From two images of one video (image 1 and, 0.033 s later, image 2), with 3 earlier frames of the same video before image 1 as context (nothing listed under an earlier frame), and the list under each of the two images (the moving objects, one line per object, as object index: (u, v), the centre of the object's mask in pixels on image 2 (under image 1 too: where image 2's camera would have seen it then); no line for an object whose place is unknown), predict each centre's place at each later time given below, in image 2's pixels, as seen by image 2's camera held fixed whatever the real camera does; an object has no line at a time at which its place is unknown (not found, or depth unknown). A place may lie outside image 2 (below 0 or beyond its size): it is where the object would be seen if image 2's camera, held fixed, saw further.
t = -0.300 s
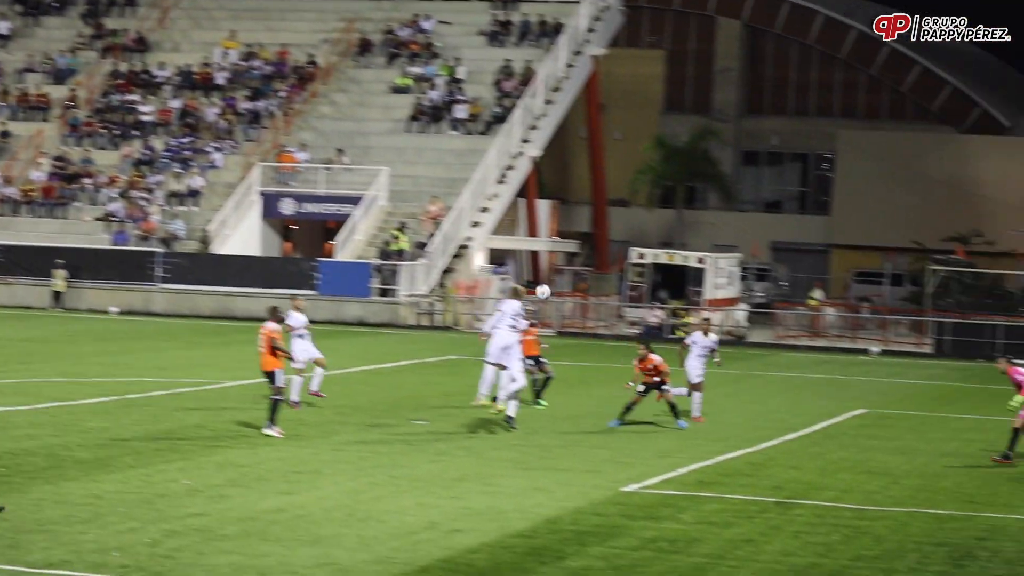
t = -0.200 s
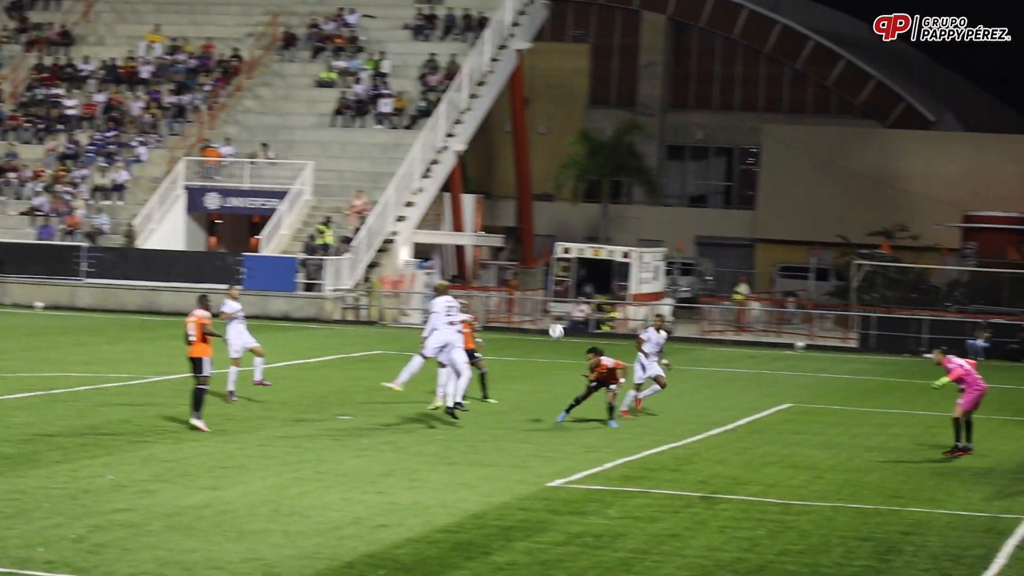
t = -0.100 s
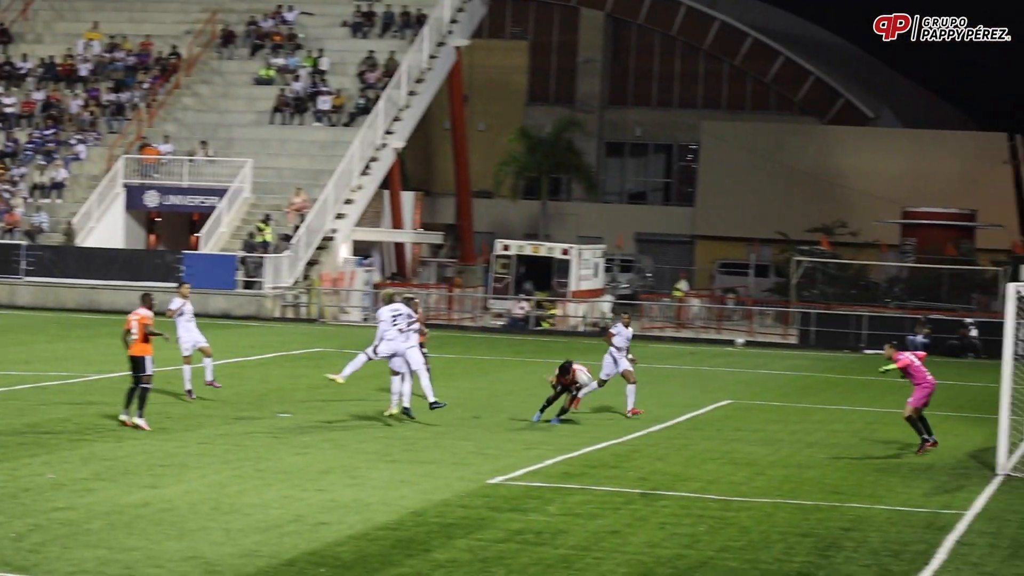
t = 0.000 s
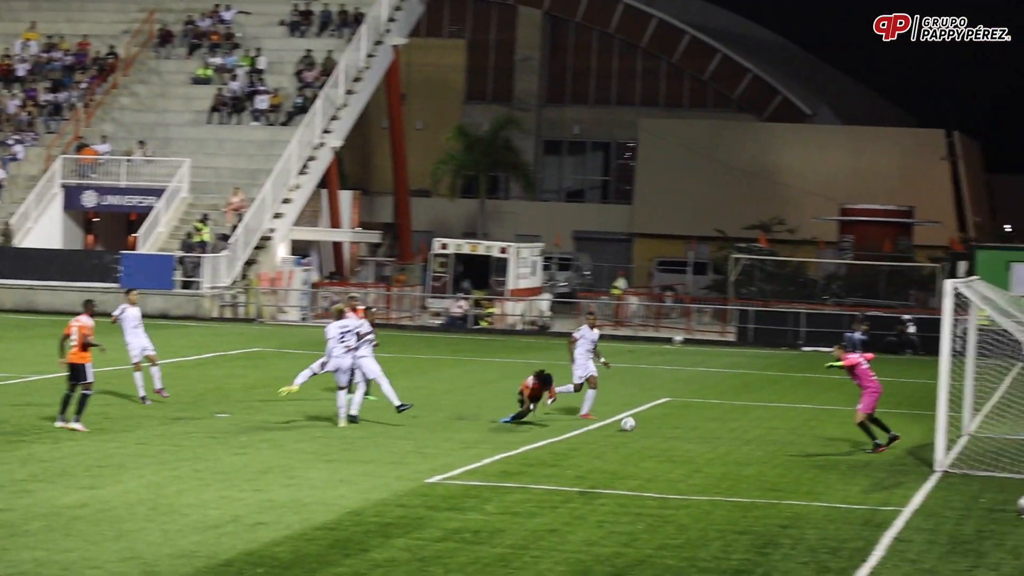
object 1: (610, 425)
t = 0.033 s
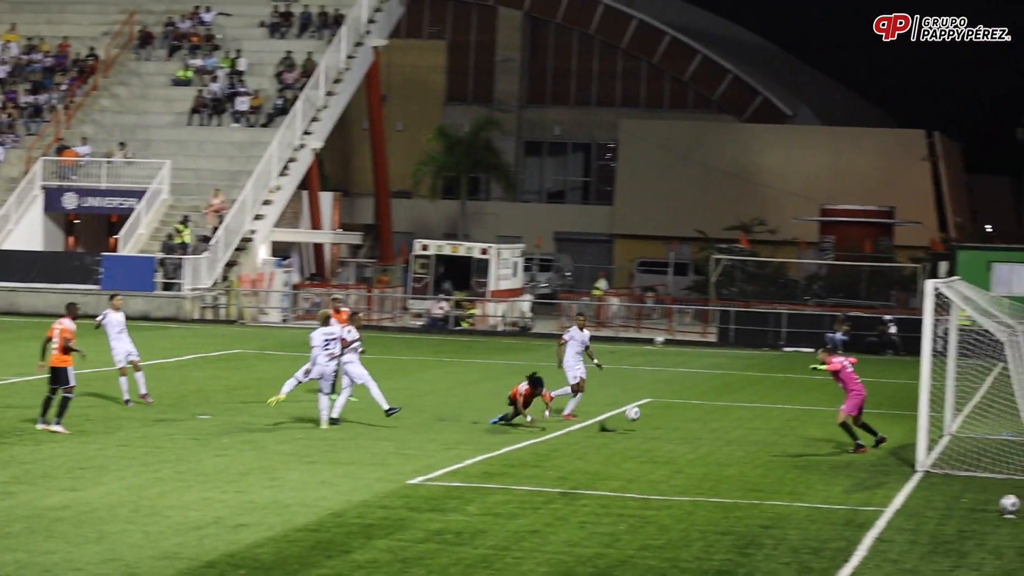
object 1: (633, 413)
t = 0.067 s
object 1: (655, 403)
